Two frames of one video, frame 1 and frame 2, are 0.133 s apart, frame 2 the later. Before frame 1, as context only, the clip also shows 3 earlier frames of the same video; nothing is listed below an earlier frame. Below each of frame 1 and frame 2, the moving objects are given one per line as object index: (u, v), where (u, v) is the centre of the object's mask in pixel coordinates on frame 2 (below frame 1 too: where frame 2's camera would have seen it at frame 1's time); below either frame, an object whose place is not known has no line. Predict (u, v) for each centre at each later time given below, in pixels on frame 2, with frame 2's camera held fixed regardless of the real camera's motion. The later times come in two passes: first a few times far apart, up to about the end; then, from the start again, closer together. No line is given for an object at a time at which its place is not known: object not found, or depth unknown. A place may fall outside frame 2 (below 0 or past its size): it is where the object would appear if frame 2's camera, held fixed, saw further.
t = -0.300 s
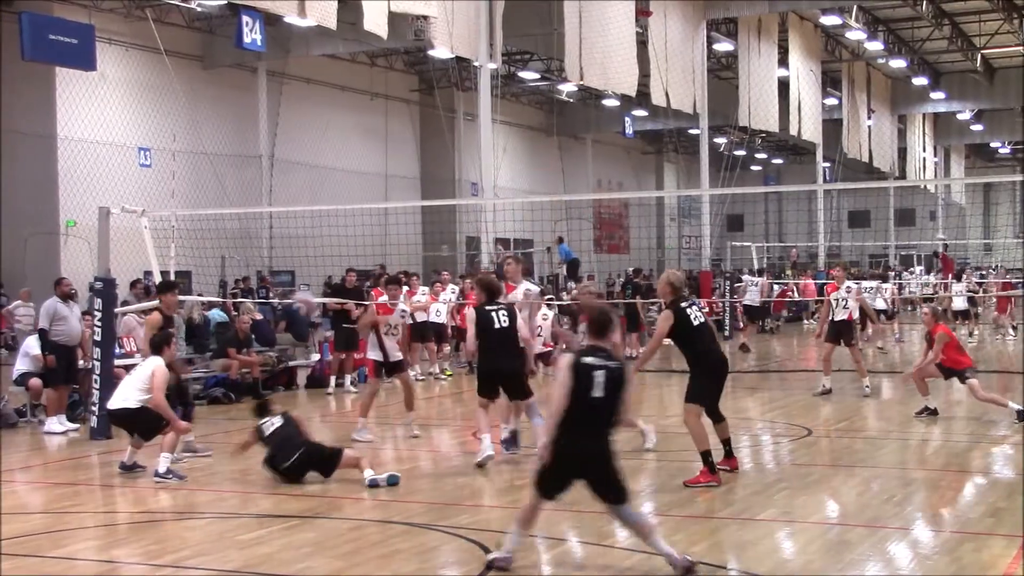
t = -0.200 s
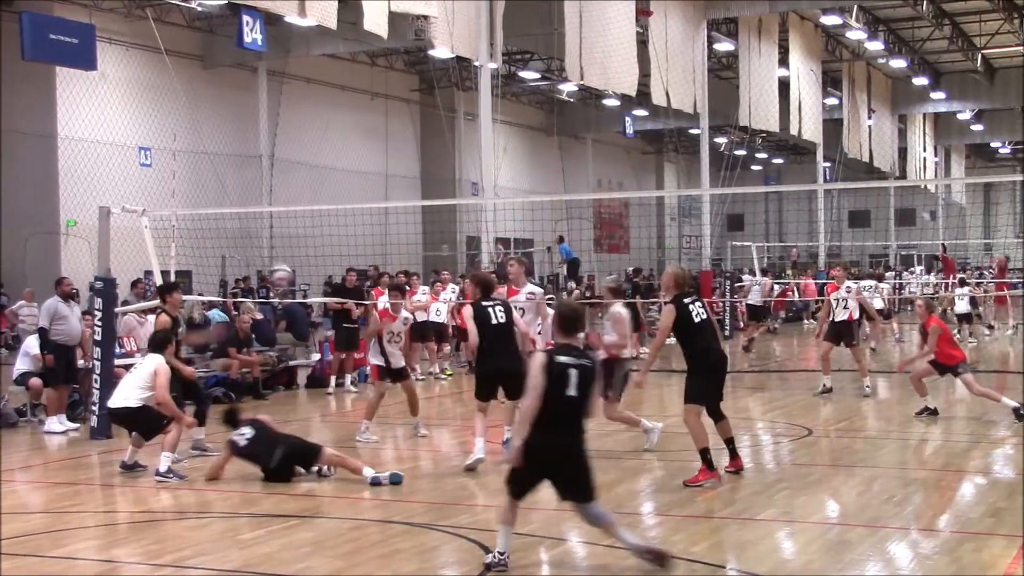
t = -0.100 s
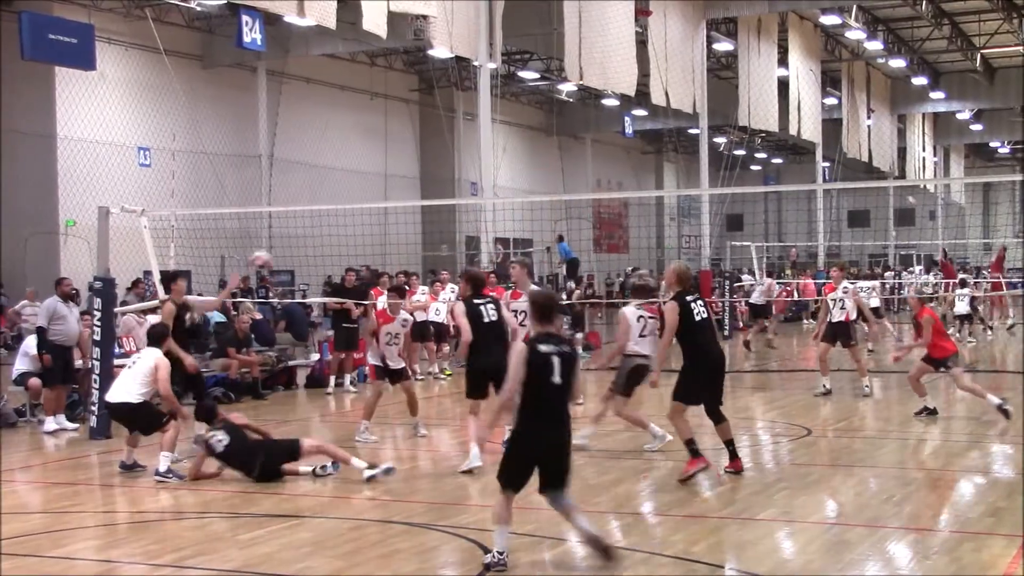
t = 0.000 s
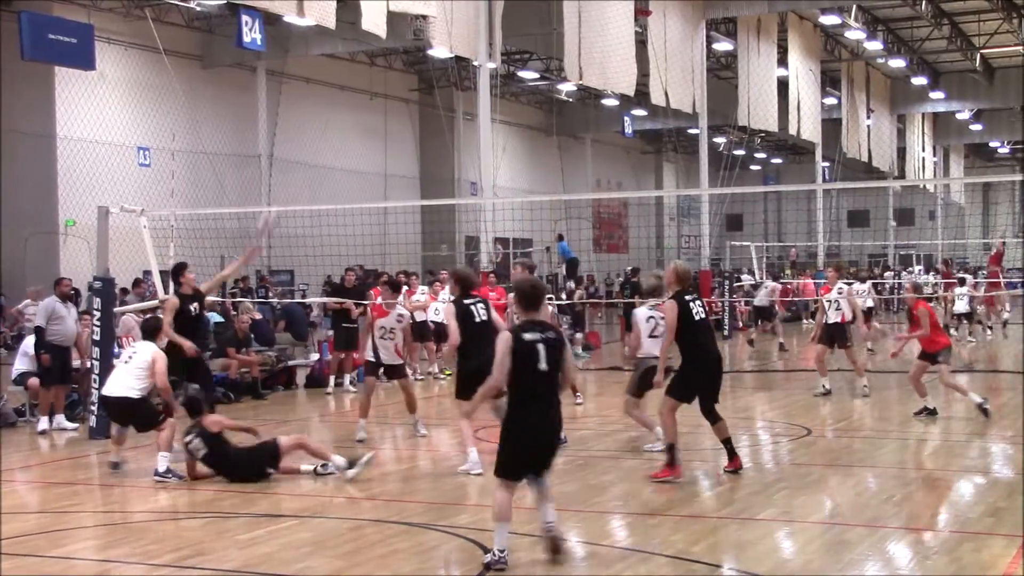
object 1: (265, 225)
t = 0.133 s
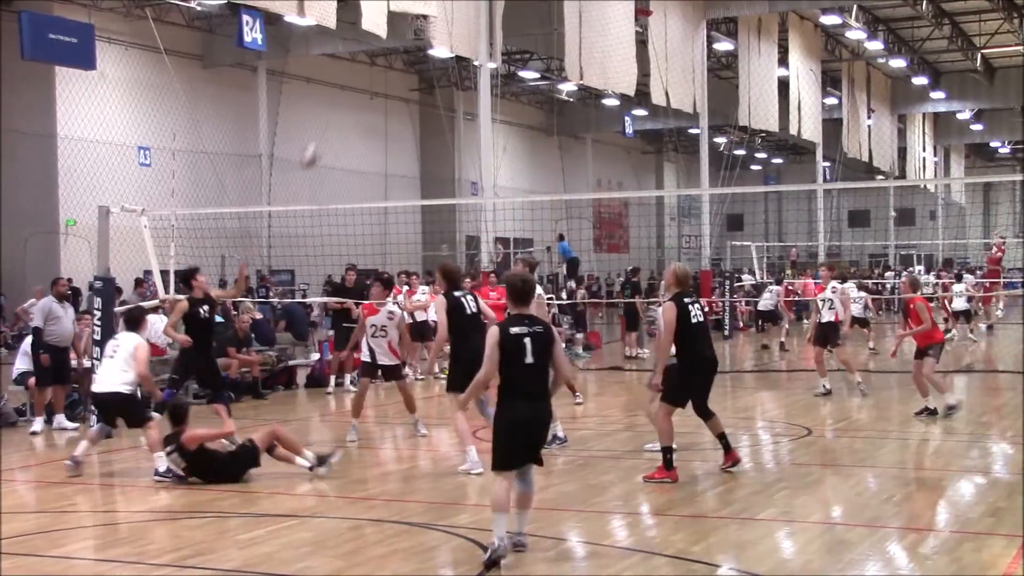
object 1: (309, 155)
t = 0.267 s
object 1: (350, 108)
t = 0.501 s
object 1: (418, 68)
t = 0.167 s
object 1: (319, 143)
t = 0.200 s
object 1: (328, 131)
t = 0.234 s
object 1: (338, 121)
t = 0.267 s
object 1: (350, 108)
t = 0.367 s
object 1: (377, 85)
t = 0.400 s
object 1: (387, 78)
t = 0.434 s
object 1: (396, 73)
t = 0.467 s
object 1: (408, 70)
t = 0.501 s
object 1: (418, 68)
